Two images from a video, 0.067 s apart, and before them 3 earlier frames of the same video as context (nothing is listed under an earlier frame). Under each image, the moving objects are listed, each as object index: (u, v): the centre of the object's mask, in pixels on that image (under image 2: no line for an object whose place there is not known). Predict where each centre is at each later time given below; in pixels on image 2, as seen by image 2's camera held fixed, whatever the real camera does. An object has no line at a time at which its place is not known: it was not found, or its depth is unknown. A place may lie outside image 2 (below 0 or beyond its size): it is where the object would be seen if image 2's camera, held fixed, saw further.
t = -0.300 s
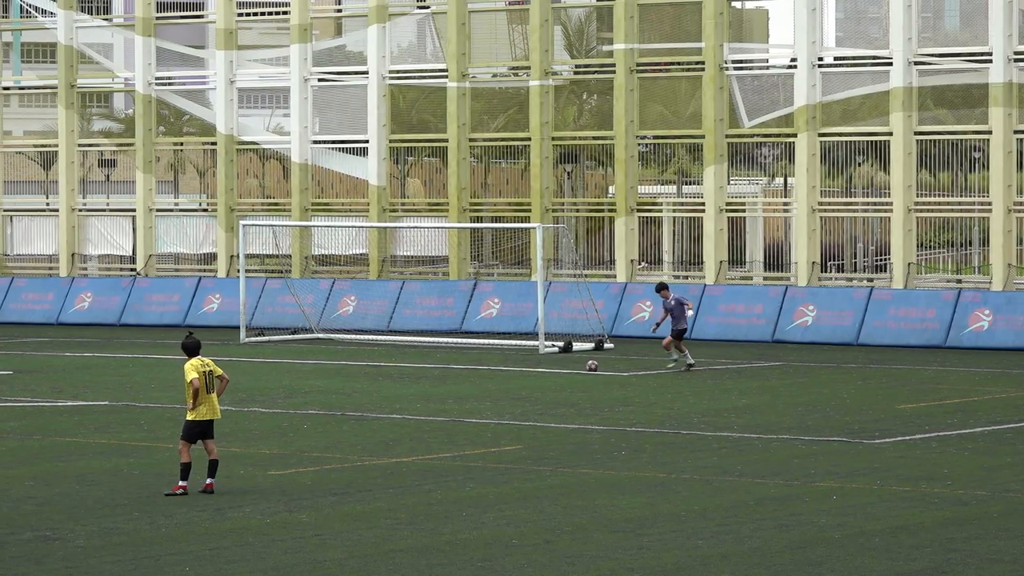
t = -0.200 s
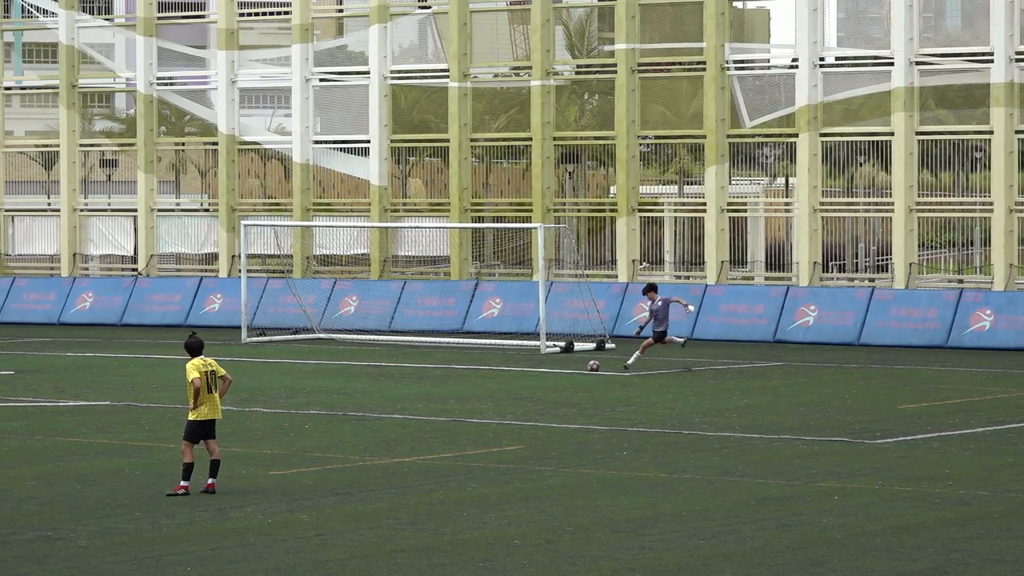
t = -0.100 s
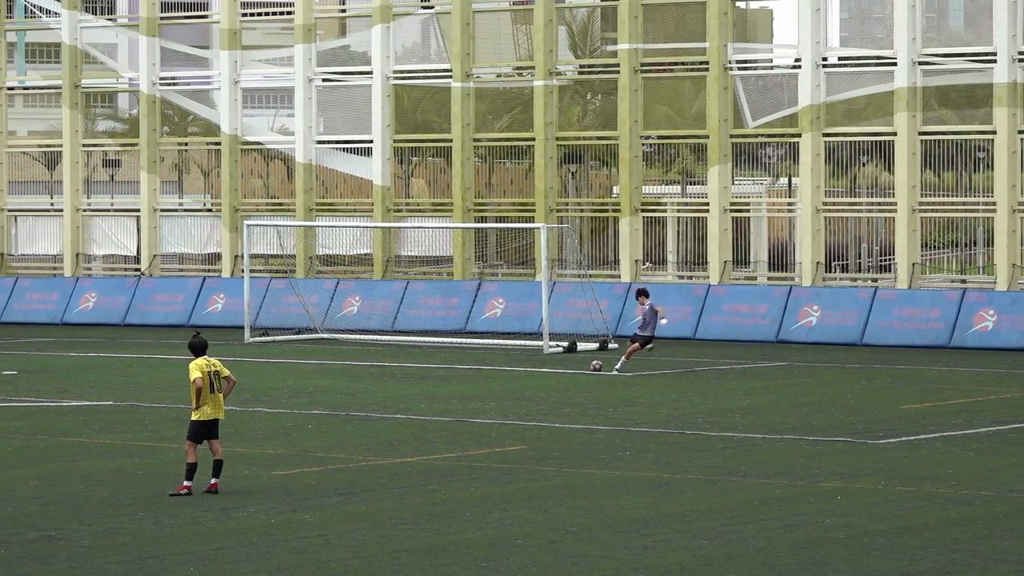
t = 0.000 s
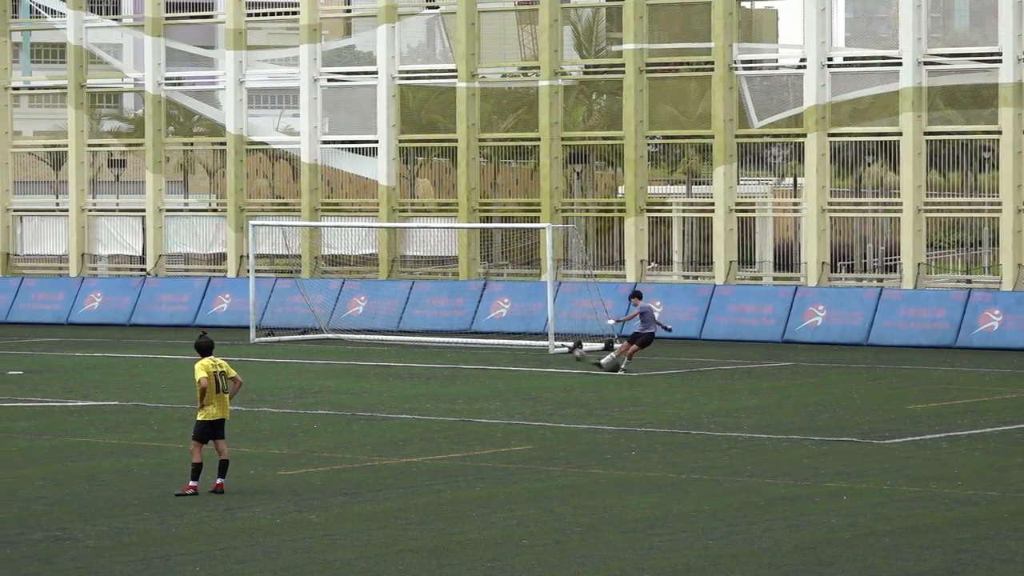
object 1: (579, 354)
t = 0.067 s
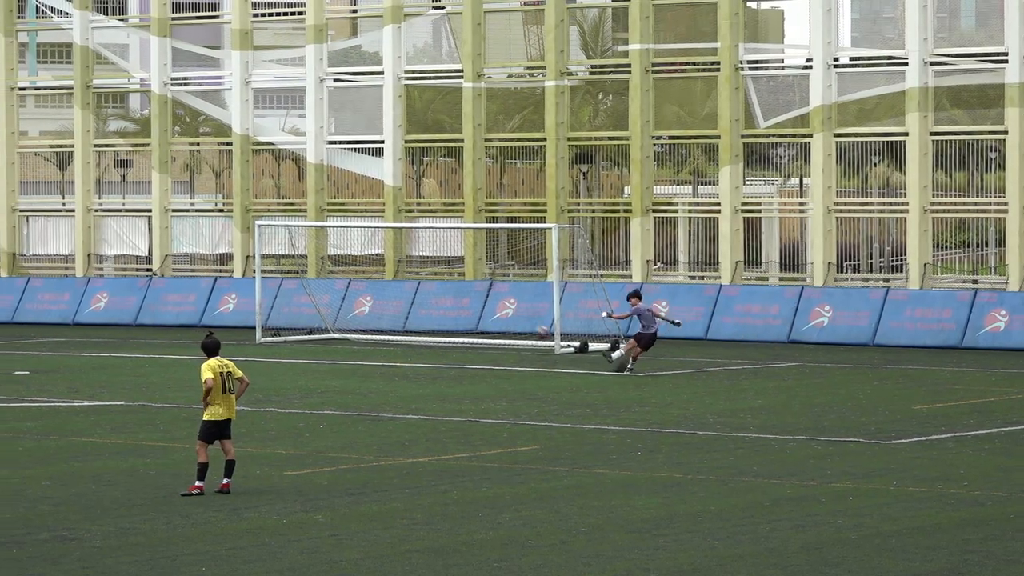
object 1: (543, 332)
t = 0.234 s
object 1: (434, 278)
